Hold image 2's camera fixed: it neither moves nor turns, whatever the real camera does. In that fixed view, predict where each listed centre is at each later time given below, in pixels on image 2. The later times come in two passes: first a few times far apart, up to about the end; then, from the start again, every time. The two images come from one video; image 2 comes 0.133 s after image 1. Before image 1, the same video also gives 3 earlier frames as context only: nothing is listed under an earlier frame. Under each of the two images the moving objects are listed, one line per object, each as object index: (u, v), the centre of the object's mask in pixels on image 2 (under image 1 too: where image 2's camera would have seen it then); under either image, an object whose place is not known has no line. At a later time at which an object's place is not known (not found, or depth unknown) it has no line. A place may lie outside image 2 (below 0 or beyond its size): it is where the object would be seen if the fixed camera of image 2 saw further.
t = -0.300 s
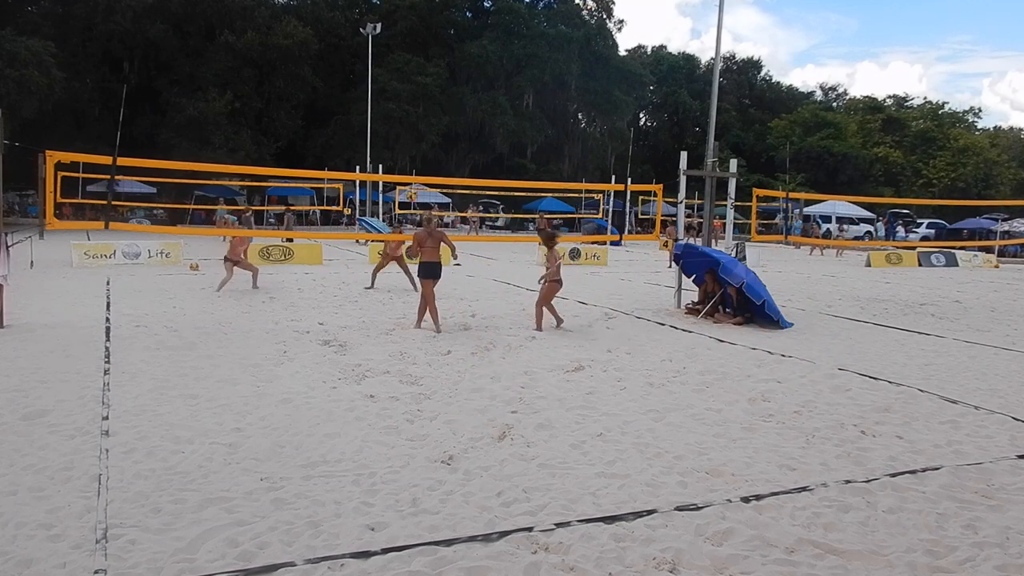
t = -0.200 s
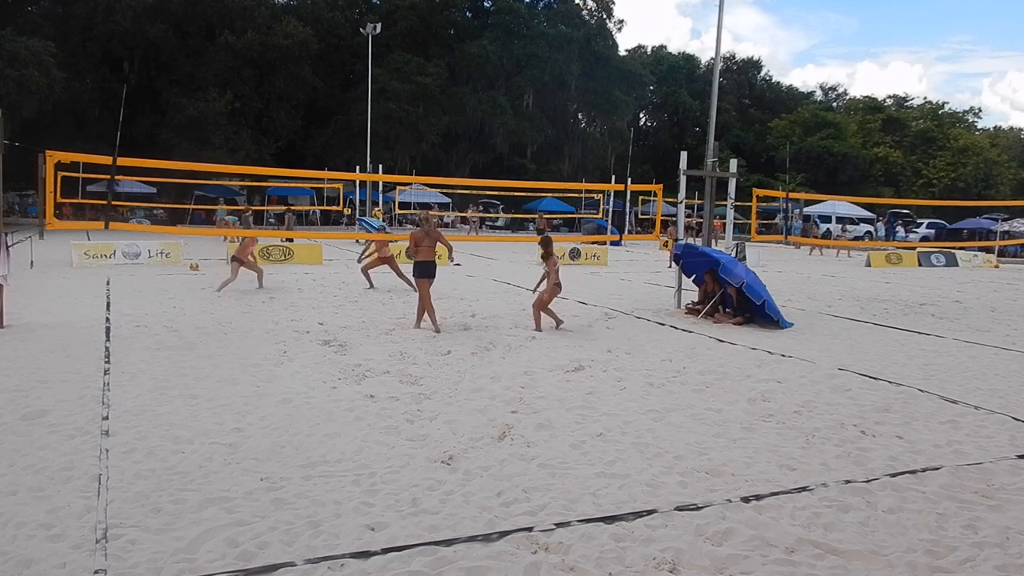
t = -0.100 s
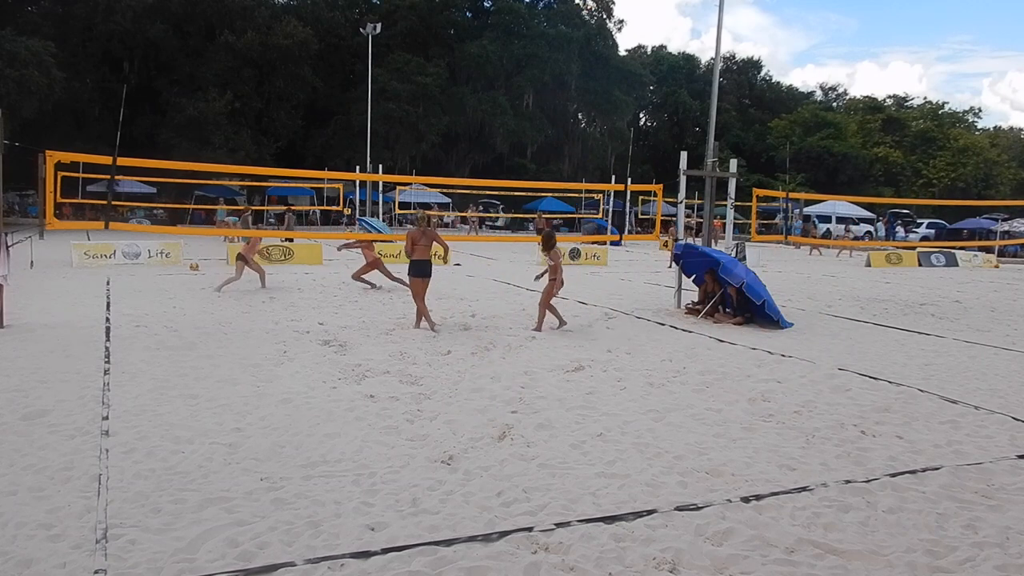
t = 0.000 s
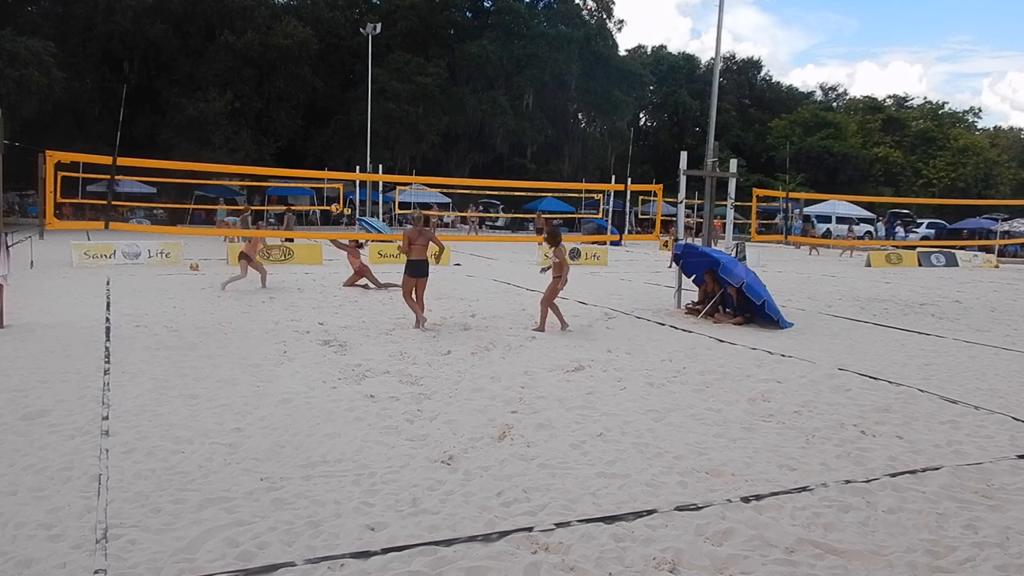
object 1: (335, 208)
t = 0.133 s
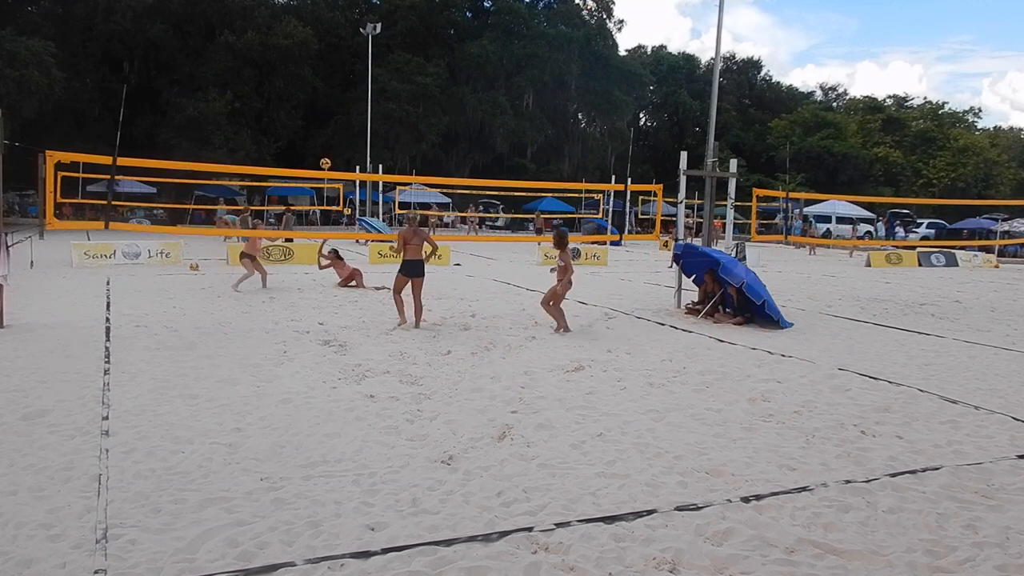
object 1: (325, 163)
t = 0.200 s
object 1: (320, 145)
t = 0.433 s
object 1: (302, 99)
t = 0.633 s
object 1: (289, 82)
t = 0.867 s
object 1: (274, 87)
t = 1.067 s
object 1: (262, 111)
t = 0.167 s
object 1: (322, 154)
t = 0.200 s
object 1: (320, 145)
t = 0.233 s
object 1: (317, 137)
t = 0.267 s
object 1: (315, 129)
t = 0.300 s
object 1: (312, 122)
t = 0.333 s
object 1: (309, 115)
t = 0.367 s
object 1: (307, 109)
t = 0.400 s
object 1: (305, 104)
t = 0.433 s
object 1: (302, 99)
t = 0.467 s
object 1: (300, 95)
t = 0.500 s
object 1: (298, 91)
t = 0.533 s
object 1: (295, 88)
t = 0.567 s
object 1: (293, 86)
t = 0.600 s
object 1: (291, 84)
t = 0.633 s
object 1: (289, 82)
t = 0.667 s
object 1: (286, 82)
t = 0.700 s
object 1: (284, 81)
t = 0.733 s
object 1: (282, 81)
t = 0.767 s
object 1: (280, 82)
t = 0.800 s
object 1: (278, 83)
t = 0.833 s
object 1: (276, 85)
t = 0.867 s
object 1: (274, 87)
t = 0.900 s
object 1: (272, 90)
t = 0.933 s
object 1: (270, 93)
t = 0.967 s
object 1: (268, 97)
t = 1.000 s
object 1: (266, 101)
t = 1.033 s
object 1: (264, 105)
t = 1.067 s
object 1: (262, 111)
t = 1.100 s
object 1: (261, 116)
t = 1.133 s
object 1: (259, 122)
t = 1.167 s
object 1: (257, 128)
